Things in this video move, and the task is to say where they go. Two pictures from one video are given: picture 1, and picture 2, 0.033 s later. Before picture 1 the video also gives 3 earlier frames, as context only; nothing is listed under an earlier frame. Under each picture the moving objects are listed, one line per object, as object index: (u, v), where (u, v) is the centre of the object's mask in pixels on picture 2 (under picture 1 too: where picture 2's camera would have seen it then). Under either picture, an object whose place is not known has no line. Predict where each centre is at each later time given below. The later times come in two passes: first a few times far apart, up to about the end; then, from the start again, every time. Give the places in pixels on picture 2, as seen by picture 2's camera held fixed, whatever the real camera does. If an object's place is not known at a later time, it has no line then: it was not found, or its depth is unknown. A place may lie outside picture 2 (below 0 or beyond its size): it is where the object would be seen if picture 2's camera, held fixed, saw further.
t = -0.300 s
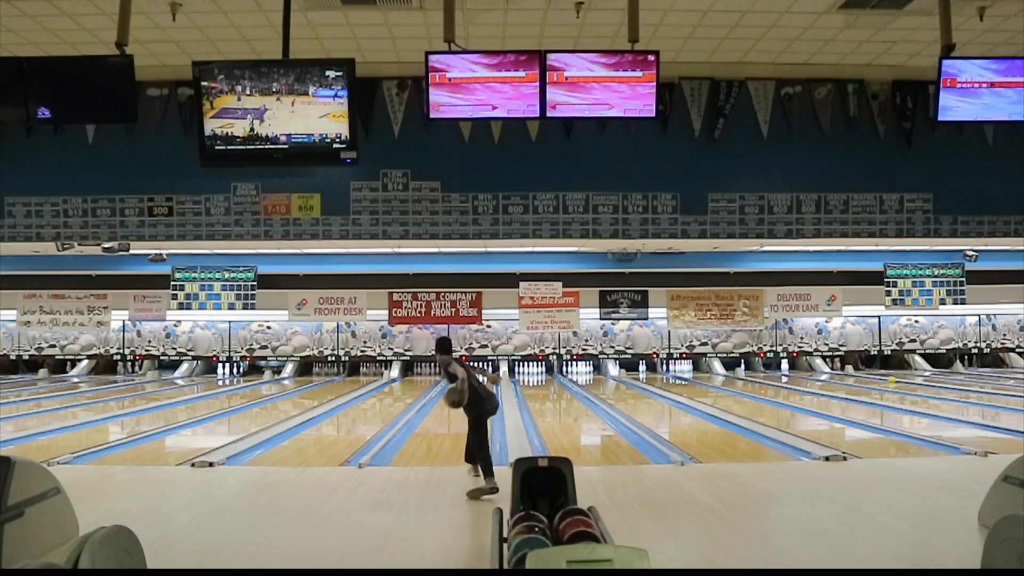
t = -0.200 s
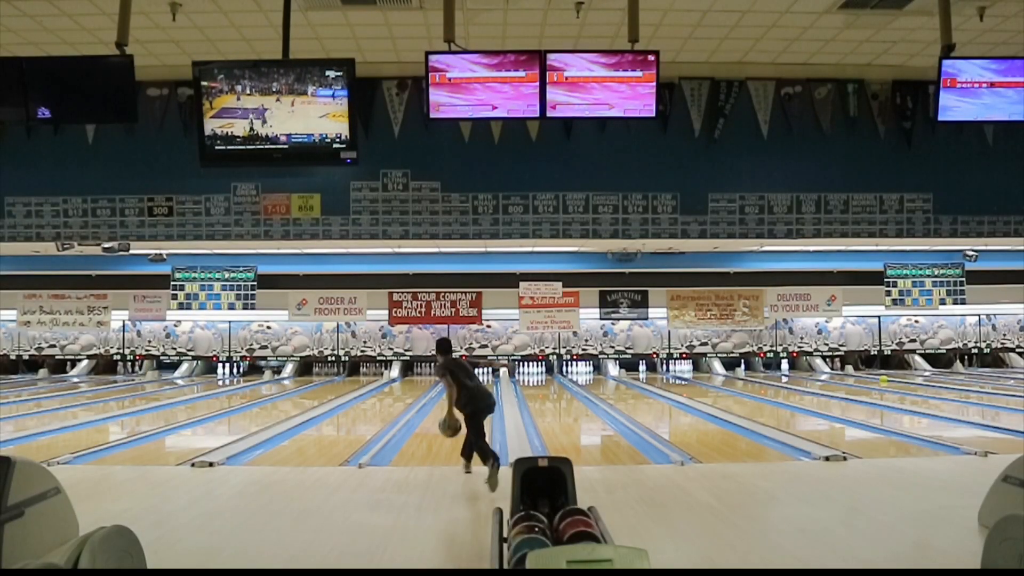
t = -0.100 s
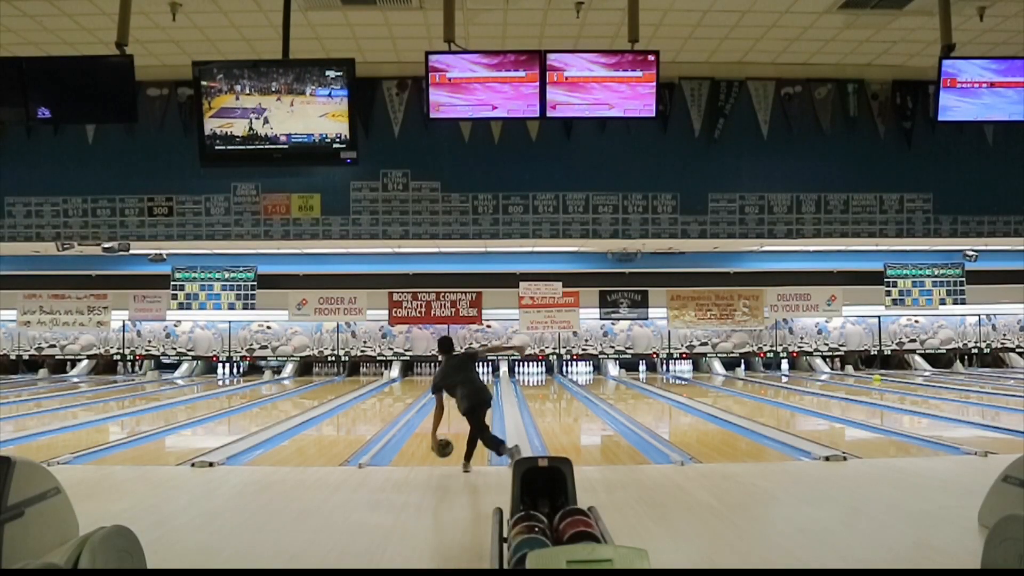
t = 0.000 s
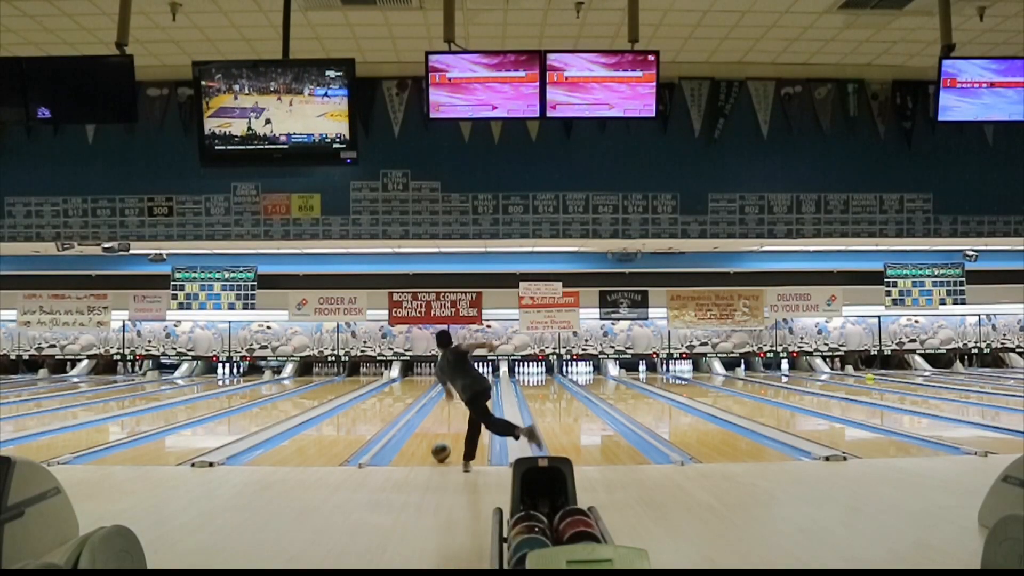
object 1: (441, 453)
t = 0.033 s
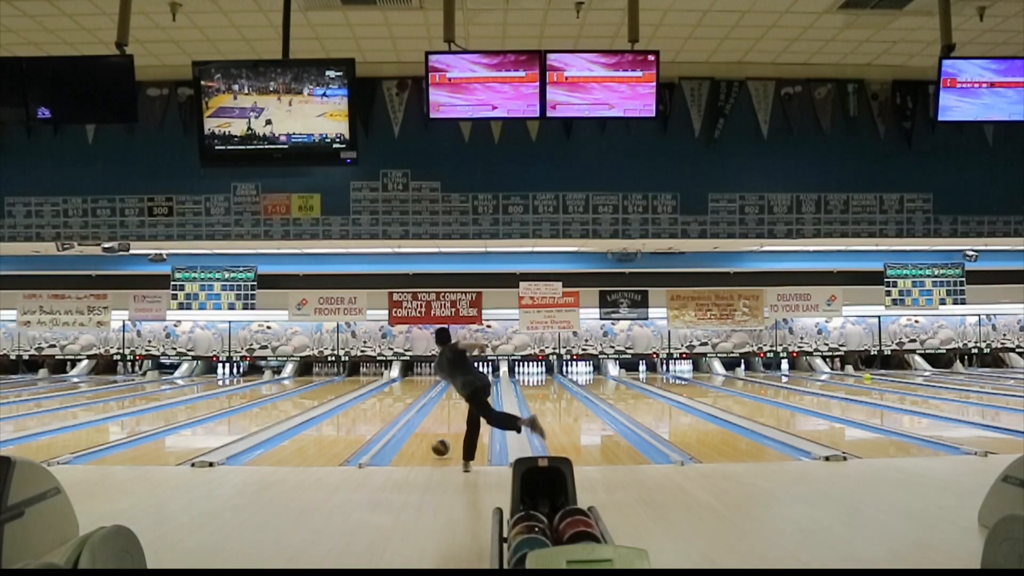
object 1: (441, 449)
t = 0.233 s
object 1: (440, 432)
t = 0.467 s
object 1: (440, 418)
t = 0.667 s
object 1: (440, 409)
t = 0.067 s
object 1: (441, 445)
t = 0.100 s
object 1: (441, 443)
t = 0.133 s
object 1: (441, 441)
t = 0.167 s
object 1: (441, 438)
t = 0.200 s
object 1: (441, 435)
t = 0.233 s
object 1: (440, 432)
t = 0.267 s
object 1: (439, 430)
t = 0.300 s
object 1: (440, 428)
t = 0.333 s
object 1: (440, 426)
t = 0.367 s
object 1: (440, 424)
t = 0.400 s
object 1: (440, 422)
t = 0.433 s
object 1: (440, 420)
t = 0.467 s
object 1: (440, 418)
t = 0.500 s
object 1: (440, 417)
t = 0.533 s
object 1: (440, 415)
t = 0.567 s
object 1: (439, 414)
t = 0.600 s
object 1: (440, 412)
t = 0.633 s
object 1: (440, 411)
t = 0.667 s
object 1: (440, 409)
